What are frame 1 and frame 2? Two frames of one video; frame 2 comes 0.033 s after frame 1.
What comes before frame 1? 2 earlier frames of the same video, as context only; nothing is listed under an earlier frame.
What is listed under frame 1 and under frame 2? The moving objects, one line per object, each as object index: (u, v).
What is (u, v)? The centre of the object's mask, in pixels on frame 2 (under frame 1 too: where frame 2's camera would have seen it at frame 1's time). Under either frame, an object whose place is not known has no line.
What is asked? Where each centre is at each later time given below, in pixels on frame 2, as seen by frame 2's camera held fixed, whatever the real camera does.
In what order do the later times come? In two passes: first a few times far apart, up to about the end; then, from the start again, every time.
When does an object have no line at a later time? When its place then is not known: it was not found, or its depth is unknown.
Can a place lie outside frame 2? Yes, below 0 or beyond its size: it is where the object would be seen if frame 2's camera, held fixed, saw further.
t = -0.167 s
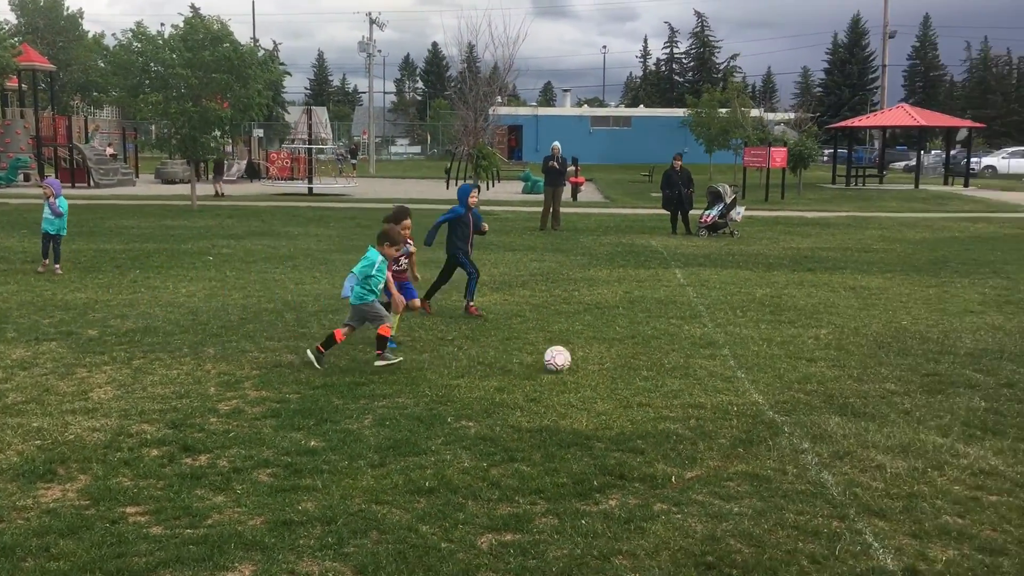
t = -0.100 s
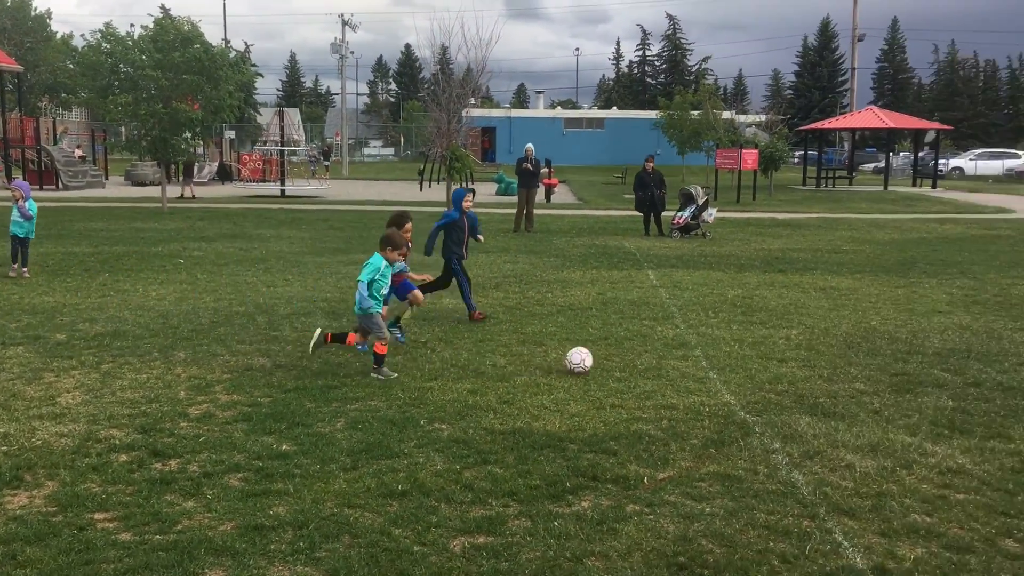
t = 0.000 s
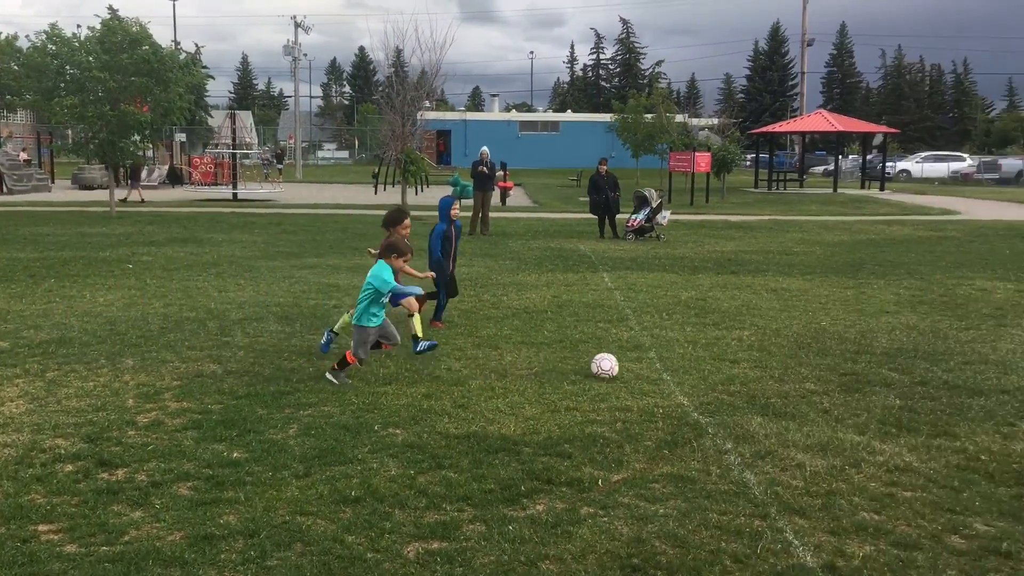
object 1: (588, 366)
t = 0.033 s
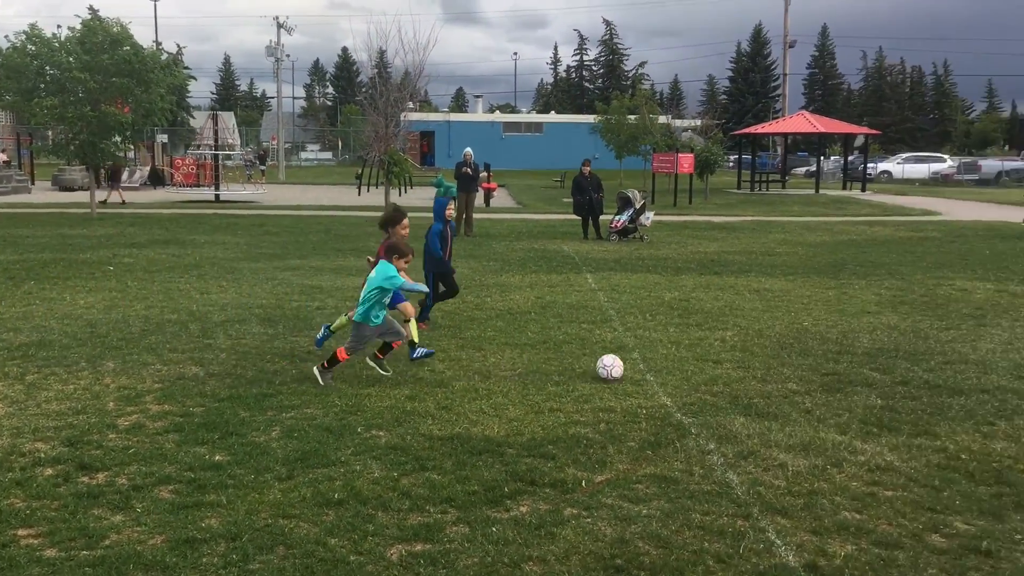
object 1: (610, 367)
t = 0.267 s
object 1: (741, 362)
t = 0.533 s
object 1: (883, 364)
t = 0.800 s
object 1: (1014, 369)
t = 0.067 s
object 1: (629, 367)
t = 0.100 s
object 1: (648, 366)
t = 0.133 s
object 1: (667, 367)
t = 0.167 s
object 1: (687, 369)
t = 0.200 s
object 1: (706, 368)
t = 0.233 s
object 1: (724, 365)
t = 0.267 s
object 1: (741, 362)
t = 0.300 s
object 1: (760, 361)
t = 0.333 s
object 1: (779, 362)
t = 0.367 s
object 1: (797, 366)
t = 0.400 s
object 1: (814, 370)
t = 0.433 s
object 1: (831, 368)
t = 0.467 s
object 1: (849, 365)
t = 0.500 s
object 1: (867, 363)
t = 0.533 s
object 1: (883, 364)
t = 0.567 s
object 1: (900, 365)
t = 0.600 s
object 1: (917, 367)
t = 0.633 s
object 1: (934, 369)
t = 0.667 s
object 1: (951, 368)
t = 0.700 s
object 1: (966, 367)
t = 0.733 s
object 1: (982, 367)
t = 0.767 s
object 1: (998, 367)
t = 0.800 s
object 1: (1014, 369)
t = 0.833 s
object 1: (1031, 372)
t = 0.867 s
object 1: (1046, 370)
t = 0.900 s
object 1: (1062, 368)
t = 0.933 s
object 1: (1077, 366)
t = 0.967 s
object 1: (1093, 367)
